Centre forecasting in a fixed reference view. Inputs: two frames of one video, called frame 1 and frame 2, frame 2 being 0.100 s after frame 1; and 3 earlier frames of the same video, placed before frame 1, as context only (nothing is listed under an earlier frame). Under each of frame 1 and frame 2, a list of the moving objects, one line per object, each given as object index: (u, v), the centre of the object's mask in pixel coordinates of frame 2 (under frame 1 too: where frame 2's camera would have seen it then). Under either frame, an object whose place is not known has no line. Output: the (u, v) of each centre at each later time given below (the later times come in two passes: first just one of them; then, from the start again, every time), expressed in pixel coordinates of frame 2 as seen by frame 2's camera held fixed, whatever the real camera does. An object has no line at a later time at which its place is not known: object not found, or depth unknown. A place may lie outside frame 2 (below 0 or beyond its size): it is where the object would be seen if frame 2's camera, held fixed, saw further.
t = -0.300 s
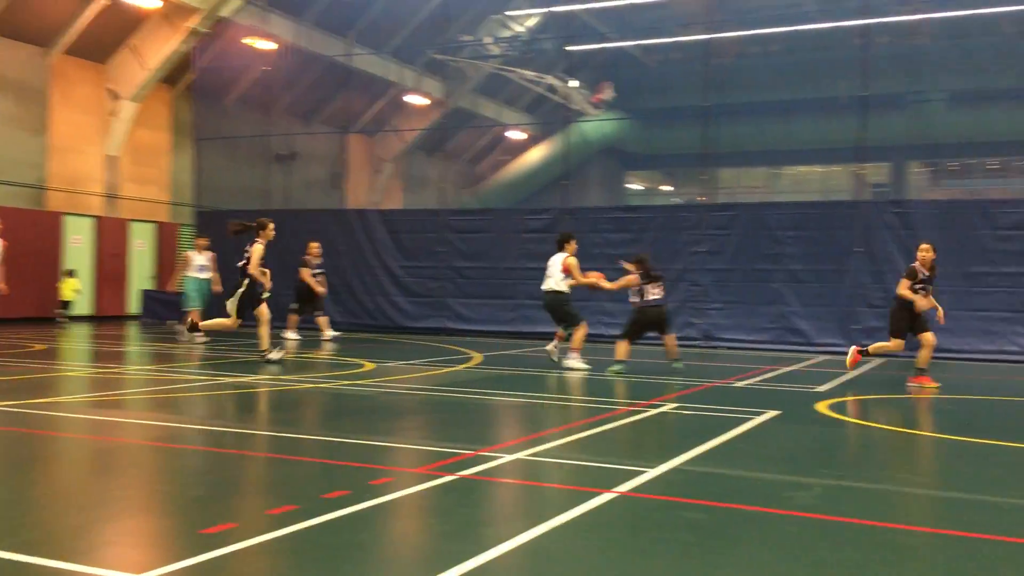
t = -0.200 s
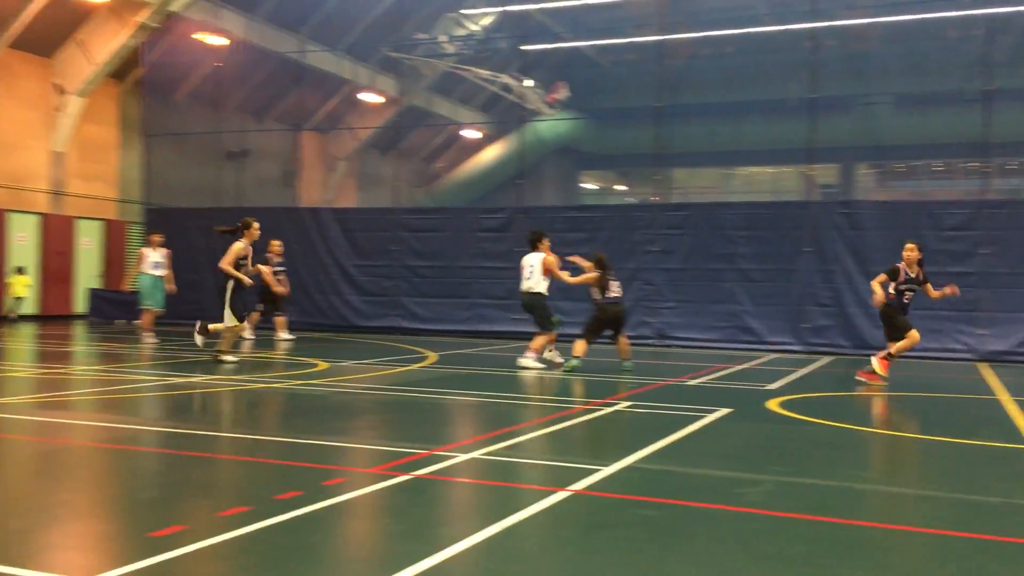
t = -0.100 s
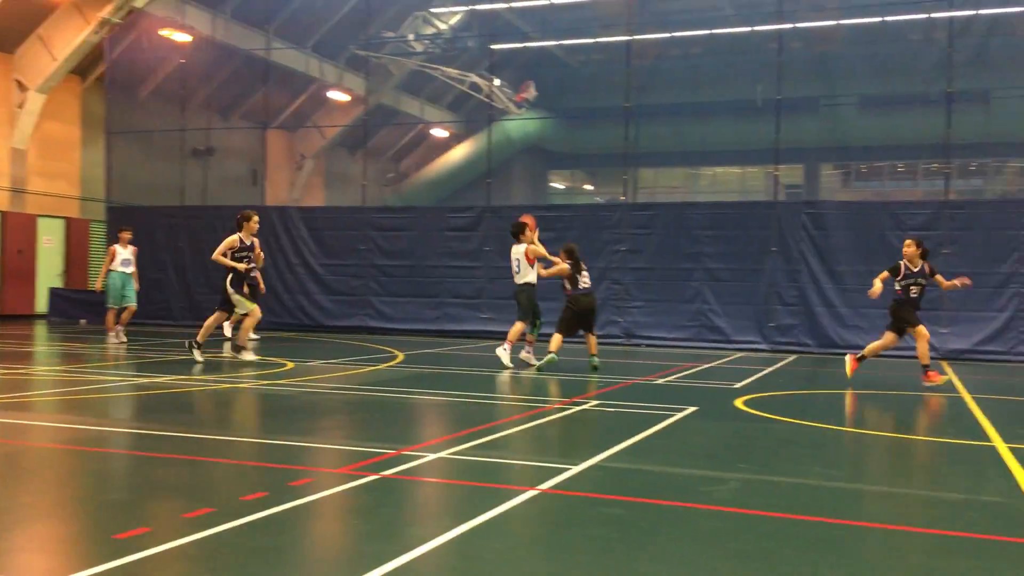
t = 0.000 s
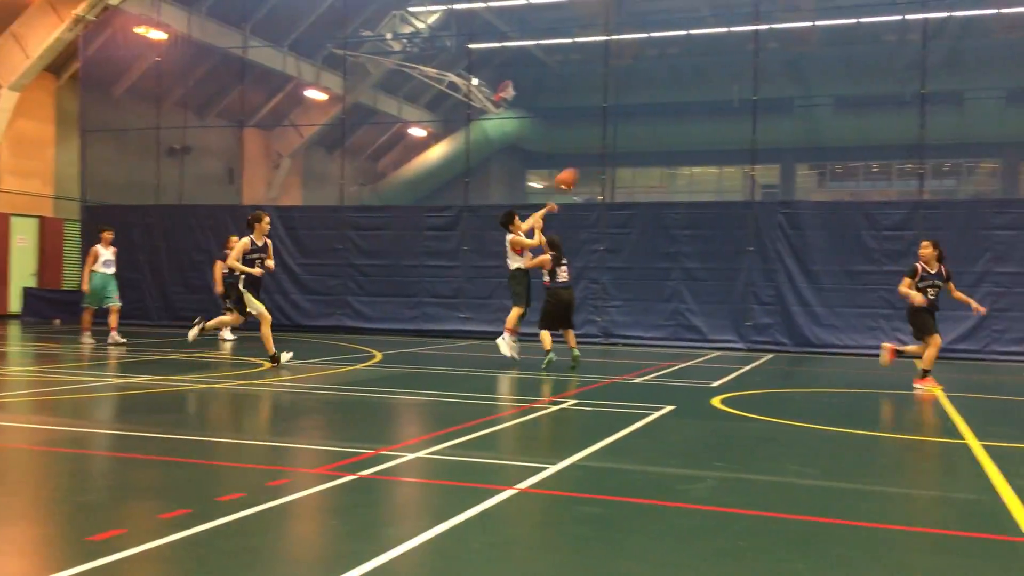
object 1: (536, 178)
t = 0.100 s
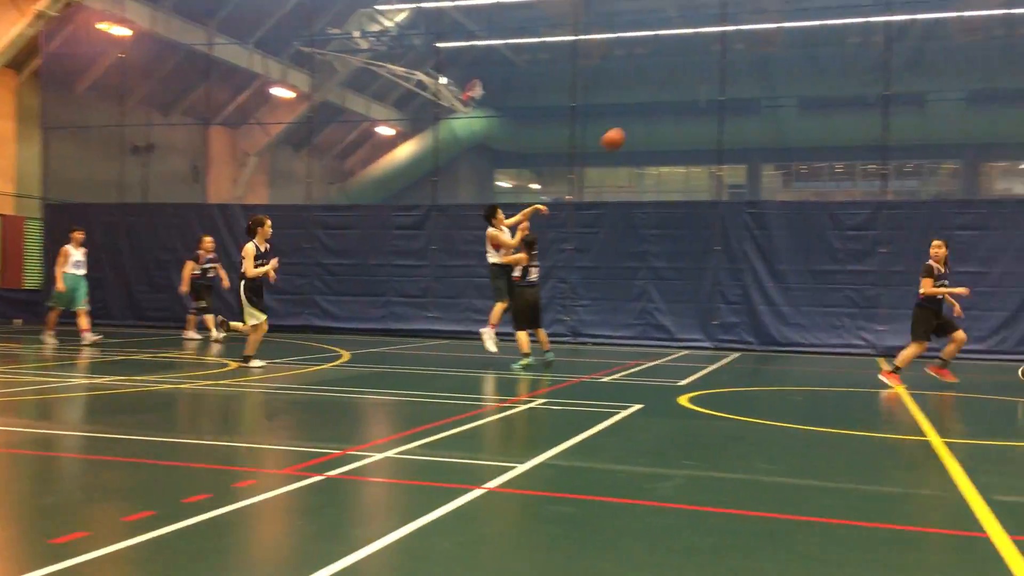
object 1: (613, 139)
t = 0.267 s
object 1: (739, 88)
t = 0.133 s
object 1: (640, 127)
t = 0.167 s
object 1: (665, 116)
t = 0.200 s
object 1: (693, 106)
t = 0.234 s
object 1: (717, 96)
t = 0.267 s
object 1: (739, 88)
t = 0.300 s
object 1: (761, 80)
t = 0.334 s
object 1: (786, 74)
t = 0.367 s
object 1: (811, 68)
